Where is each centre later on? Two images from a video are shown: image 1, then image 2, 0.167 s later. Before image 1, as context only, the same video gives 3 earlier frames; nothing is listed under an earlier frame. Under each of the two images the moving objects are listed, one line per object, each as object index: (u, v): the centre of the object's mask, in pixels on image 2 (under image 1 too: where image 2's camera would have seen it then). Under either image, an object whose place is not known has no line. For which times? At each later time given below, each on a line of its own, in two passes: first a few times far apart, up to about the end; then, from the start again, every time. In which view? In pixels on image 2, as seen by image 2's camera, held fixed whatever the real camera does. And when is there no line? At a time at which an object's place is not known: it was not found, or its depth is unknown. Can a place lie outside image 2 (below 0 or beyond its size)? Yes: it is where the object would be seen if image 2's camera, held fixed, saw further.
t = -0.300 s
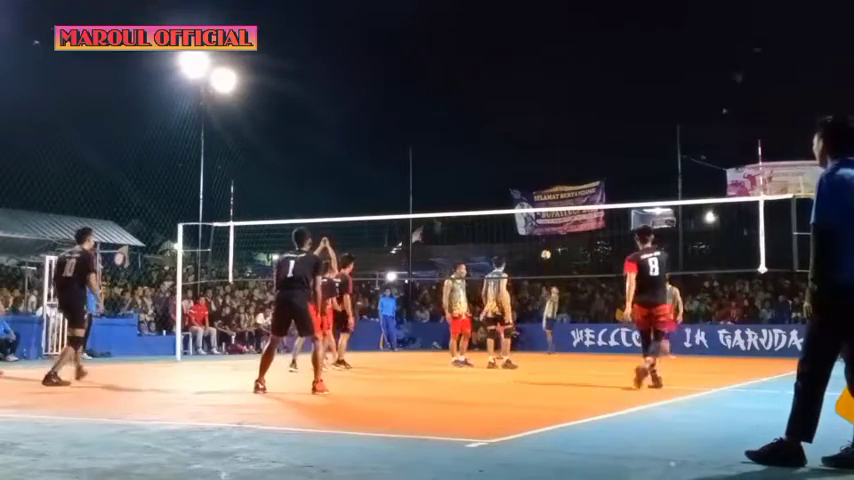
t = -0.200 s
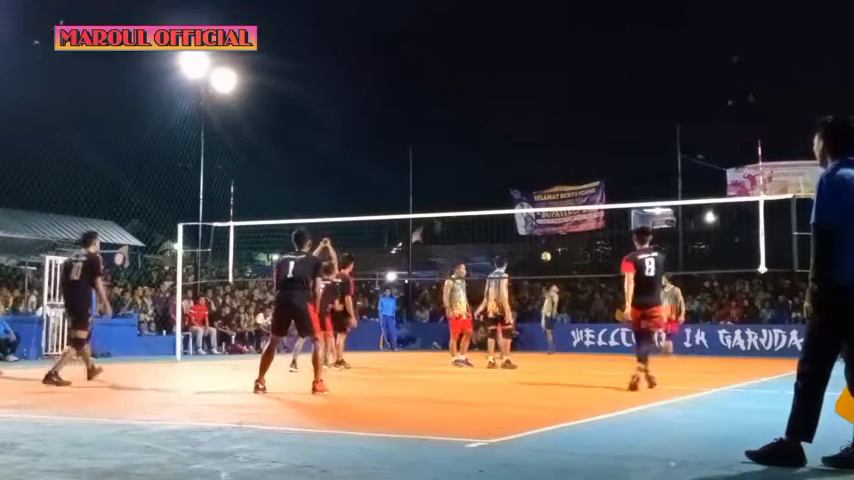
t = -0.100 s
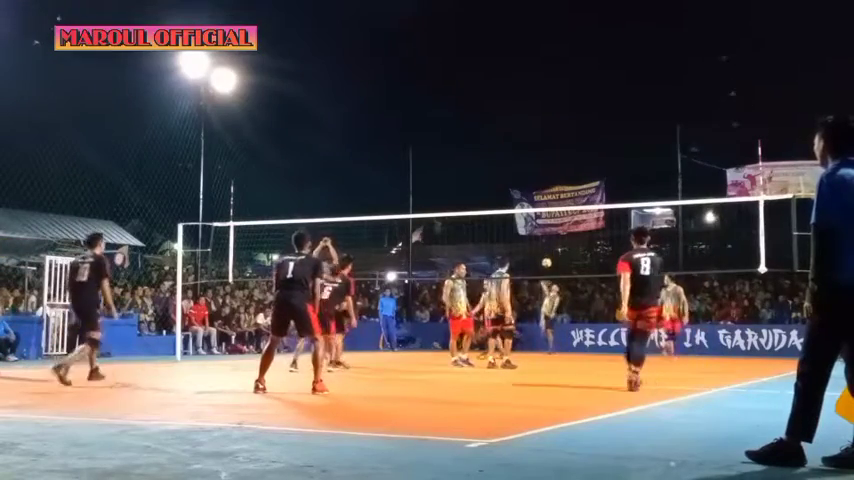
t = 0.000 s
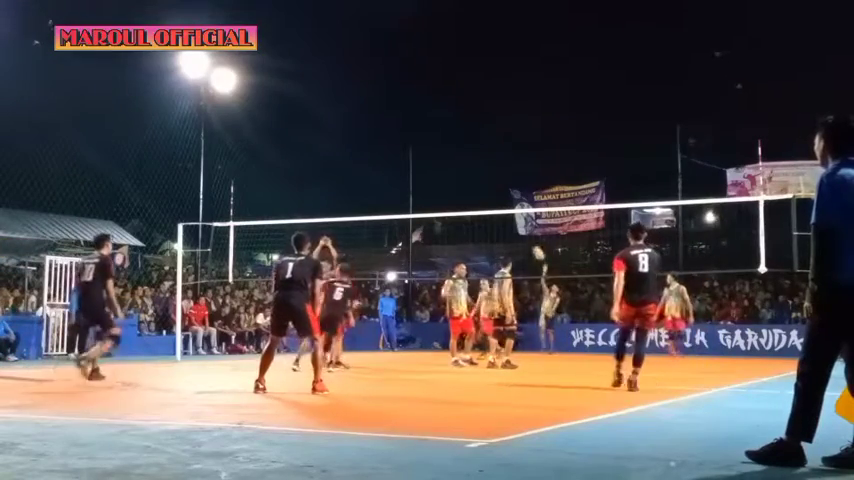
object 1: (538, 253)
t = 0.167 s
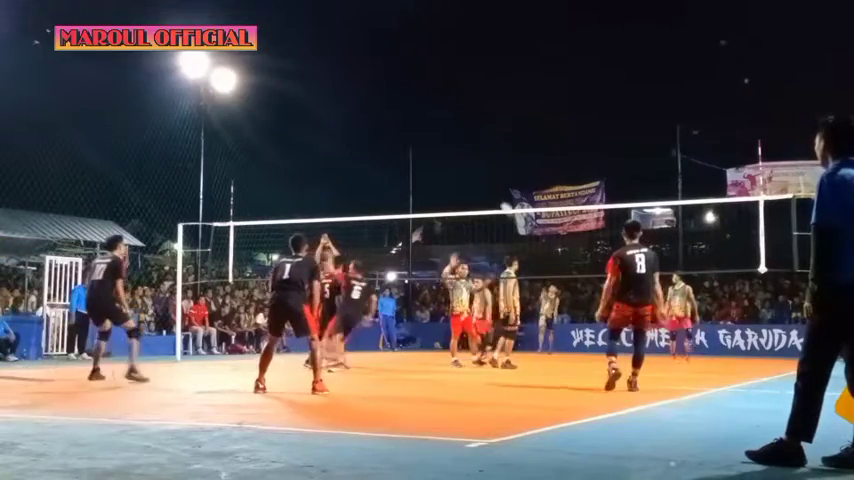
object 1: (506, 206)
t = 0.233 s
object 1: (494, 194)
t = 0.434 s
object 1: (452, 153)
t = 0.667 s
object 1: (392, 123)
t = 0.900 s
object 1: (314, 123)
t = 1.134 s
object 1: (221, 166)
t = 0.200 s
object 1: (501, 201)
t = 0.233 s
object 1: (494, 194)
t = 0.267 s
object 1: (487, 186)
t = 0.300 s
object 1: (480, 179)
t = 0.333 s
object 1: (473, 172)
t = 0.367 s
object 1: (466, 166)
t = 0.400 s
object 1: (459, 160)
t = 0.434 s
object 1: (452, 153)
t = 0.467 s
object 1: (444, 148)
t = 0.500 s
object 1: (436, 142)
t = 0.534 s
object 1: (427, 138)
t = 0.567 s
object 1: (419, 133)
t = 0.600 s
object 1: (410, 129)
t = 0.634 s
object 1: (401, 126)
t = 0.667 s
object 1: (392, 123)
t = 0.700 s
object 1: (381, 121)
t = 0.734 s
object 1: (371, 119)
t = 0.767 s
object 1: (361, 118)
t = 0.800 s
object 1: (349, 118)
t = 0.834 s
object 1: (338, 119)
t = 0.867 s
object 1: (326, 121)
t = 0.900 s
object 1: (314, 123)
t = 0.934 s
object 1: (302, 126)
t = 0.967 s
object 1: (289, 131)
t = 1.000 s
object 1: (277, 136)
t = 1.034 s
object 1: (263, 142)
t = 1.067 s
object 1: (250, 149)
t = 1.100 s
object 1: (236, 157)
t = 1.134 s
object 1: (221, 166)
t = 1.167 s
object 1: (207, 175)
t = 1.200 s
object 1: (190, 187)
